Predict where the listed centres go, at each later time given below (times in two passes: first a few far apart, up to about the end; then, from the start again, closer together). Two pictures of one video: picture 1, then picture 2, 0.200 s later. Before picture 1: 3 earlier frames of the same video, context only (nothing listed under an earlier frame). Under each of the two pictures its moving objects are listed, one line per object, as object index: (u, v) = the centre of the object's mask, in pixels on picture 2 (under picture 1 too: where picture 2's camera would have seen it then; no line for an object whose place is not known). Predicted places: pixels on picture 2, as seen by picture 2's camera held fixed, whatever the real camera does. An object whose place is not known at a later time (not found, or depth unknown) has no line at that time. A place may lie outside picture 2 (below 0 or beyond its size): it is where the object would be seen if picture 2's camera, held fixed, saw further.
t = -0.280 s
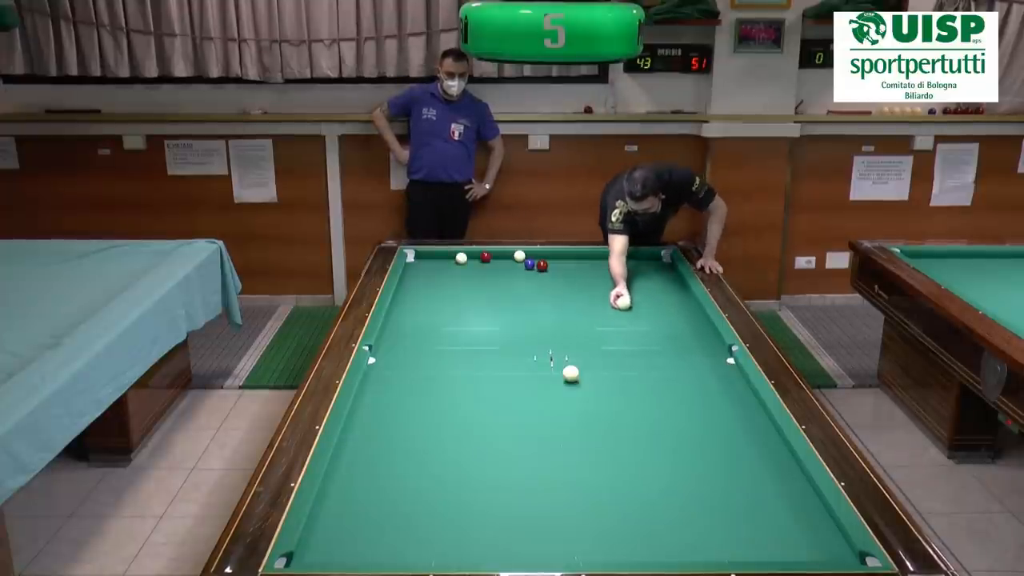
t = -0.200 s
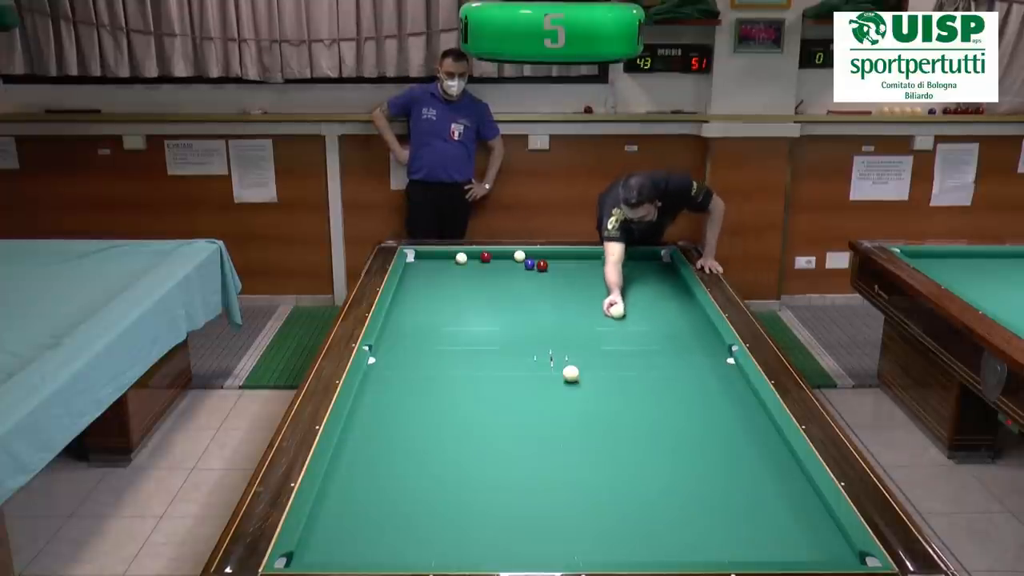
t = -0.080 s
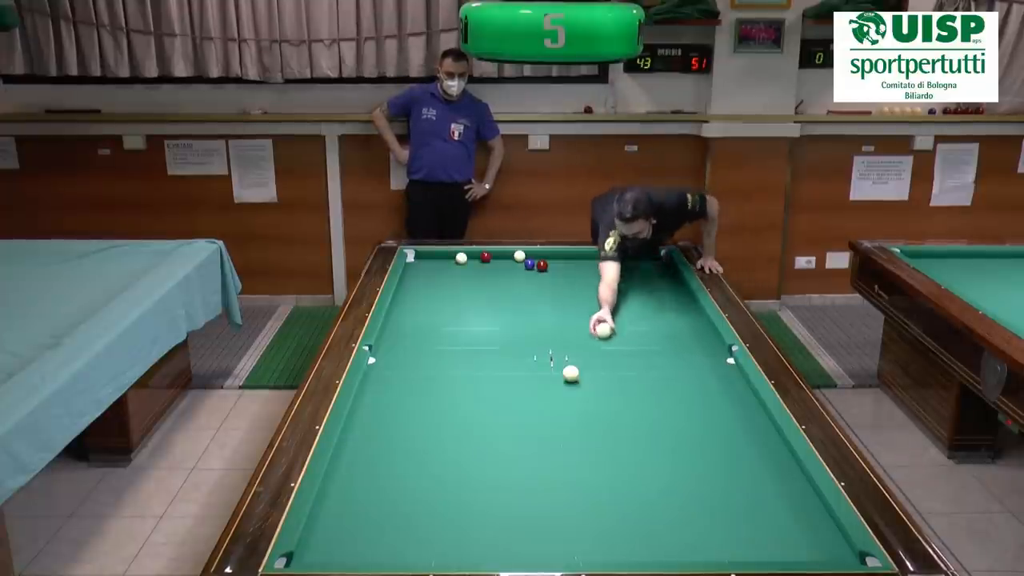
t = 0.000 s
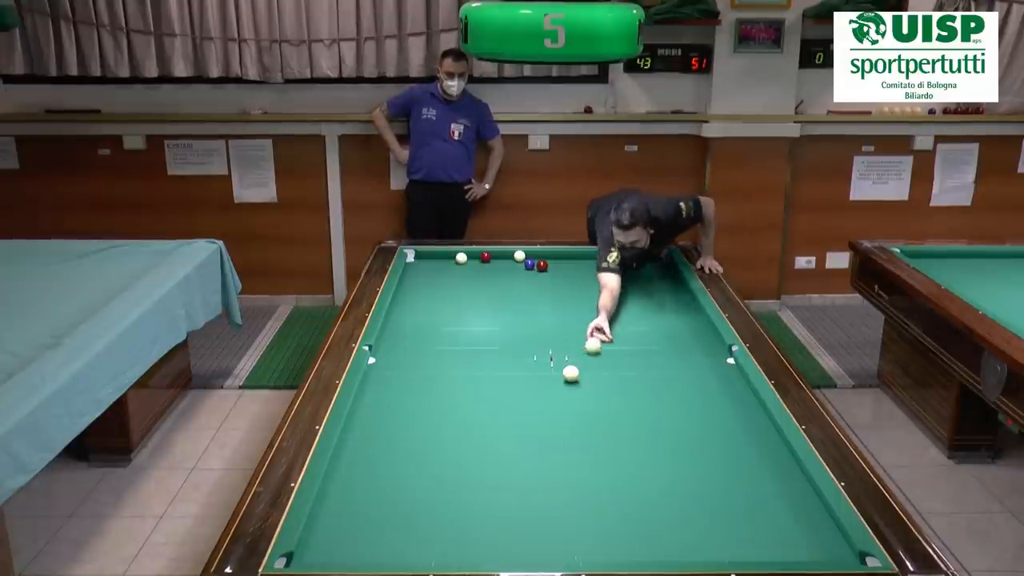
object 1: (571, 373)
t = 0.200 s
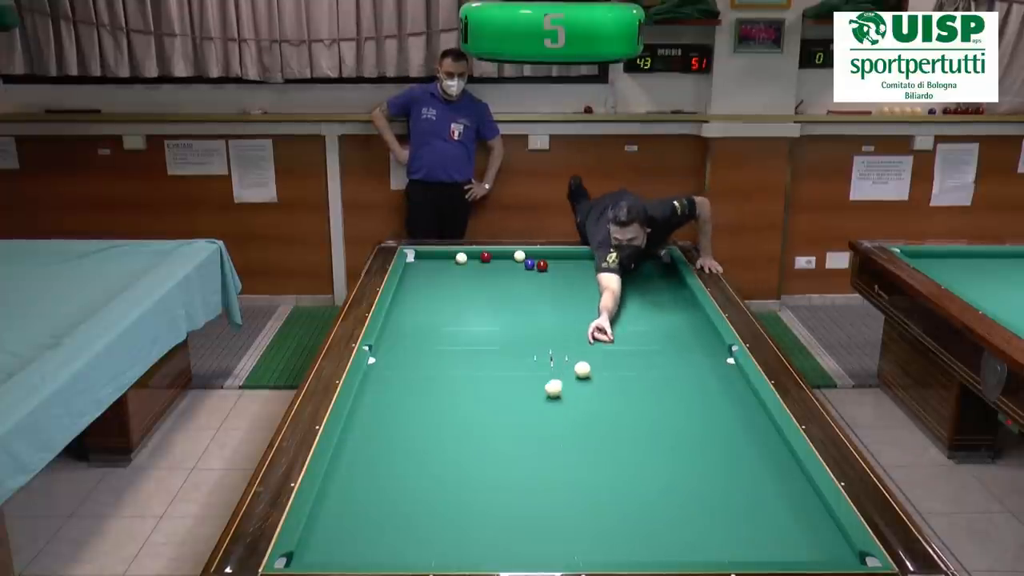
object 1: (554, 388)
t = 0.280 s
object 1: (537, 402)
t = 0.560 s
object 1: (482, 450)
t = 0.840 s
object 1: (419, 505)
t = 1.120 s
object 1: (349, 553)
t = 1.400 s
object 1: (327, 510)
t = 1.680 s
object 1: (350, 478)
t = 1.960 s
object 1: (375, 451)
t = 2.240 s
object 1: (397, 427)
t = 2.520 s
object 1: (416, 406)
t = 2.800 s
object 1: (433, 387)
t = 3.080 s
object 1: (449, 370)
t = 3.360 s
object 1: (463, 355)
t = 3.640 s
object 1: (475, 341)
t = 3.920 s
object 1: (486, 329)
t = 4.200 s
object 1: (496, 318)
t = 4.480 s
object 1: (506, 308)
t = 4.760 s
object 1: (514, 299)
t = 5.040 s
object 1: (521, 290)
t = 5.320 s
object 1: (529, 282)
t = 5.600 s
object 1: (535, 275)
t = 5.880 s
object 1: (541, 269)
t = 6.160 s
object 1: (546, 268)
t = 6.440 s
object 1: (551, 266)
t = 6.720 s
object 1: (555, 265)
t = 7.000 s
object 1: (558, 264)
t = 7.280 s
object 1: (561, 264)
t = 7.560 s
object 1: (564, 263)
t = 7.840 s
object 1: (566, 262)
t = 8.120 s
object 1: (567, 262)
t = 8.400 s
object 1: (568, 262)
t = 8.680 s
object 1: (569, 262)
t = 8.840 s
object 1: (569, 262)
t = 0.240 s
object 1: (545, 395)
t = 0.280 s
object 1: (537, 402)
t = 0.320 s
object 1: (529, 409)
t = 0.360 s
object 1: (521, 416)
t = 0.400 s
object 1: (513, 423)
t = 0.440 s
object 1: (505, 430)
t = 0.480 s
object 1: (498, 437)
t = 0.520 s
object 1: (490, 443)
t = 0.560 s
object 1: (482, 450)
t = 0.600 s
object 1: (474, 458)
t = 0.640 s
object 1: (465, 465)
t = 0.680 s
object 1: (457, 473)
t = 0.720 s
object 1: (448, 480)
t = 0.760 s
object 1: (438, 489)
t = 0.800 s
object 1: (429, 497)
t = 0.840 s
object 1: (419, 505)
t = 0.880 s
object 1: (409, 514)
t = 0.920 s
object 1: (398, 523)
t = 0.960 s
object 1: (387, 532)
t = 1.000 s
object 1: (376, 542)
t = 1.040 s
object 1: (365, 550)
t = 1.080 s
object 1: (354, 556)
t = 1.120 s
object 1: (349, 553)
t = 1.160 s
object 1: (346, 547)
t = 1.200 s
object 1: (343, 540)
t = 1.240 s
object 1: (340, 533)
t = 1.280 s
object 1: (336, 527)
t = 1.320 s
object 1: (333, 521)
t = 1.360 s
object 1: (330, 516)
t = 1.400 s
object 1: (327, 510)
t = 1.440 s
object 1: (325, 505)
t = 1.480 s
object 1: (330, 500)
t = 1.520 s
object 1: (334, 496)
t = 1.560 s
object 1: (338, 491)
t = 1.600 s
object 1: (342, 487)
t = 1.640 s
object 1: (346, 483)
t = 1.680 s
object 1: (350, 478)
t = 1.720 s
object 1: (354, 474)
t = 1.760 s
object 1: (358, 470)
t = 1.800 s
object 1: (361, 466)
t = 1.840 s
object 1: (365, 462)
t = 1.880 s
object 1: (368, 459)
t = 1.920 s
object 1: (371, 455)
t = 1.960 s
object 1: (375, 451)
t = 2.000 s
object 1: (378, 447)
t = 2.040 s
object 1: (382, 444)
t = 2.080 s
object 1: (384, 441)
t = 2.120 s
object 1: (388, 437)
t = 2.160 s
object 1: (391, 434)
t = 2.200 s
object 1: (394, 430)
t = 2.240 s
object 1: (397, 427)
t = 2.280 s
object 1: (400, 424)
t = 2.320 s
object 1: (403, 421)
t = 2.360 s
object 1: (405, 417)
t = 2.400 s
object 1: (408, 415)
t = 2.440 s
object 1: (411, 411)
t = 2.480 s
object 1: (414, 408)
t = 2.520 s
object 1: (416, 406)
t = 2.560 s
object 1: (419, 403)
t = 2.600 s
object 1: (421, 400)
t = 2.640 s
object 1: (424, 397)
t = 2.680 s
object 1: (426, 394)
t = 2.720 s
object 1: (429, 392)
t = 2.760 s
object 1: (431, 389)
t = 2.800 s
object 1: (433, 387)
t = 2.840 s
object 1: (436, 384)
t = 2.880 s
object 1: (438, 382)
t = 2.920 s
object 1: (440, 379)
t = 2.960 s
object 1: (443, 377)
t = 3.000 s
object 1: (445, 374)
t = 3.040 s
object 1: (447, 372)
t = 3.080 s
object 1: (449, 370)
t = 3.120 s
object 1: (451, 368)
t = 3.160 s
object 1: (453, 365)
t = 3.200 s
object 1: (455, 363)
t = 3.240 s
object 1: (457, 361)
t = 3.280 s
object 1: (459, 359)
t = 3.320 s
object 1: (461, 357)
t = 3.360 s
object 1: (463, 355)
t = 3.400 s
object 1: (464, 353)
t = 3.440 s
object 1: (466, 351)
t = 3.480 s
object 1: (468, 348)
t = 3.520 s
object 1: (470, 347)
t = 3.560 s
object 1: (472, 345)
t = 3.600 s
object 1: (473, 343)
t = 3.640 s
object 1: (475, 341)
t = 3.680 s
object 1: (477, 339)
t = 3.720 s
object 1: (478, 337)
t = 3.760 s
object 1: (480, 336)
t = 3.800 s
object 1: (482, 334)
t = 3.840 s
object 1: (483, 332)
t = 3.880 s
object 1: (485, 330)
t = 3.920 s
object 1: (486, 329)
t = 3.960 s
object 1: (488, 327)
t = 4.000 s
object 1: (489, 326)
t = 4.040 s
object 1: (491, 324)
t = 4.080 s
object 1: (492, 322)
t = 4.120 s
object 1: (493, 321)
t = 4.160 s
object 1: (495, 319)
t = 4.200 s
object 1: (496, 318)
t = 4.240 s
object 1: (498, 316)
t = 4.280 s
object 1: (499, 315)
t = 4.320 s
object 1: (500, 313)
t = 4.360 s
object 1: (502, 312)
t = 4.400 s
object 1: (503, 310)
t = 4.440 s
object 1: (504, 309)
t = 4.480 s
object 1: (506, 308)
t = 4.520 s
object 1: (507, 306)
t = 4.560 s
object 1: (508, 305)
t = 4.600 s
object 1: (509, 303)
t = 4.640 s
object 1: (510, 302)
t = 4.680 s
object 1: (512, 301)
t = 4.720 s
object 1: (513, 300)
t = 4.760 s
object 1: (514, 299)
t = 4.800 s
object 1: (515, 297)
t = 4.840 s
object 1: (516, 296)
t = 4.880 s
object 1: (517, 295)
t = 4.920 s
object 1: (518, 294)
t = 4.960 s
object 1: (519, 292)
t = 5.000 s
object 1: (520, 291)
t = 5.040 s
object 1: (521, 290)
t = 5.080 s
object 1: (523, 289)
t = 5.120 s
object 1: (524, 288)
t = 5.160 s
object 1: (524, 287)
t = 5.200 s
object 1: (526, 285)
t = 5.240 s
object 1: (527, 284)
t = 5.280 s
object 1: (528, 283)
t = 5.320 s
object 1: (529, 282)
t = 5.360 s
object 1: (530, 281)
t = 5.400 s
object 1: (531, 280)
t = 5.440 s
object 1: (532, 279)
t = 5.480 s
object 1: (532, 278)
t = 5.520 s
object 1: (533, 277)
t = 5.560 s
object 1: (534, 276)
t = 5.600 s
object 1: (535, 275)
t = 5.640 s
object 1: (536, 274)
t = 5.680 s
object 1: (537, 273)
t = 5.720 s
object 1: (538, 272)
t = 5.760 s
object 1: (539, 271)
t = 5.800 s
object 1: (540, 271)
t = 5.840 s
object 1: (541, 270)
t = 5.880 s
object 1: (541, 269)
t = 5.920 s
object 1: (542, 269)
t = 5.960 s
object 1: (543, 268)
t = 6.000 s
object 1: (544, 268)
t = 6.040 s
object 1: (544, 268)
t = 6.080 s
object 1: (545, 268)
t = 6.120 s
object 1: (546, 268)
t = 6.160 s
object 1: (546, 268)
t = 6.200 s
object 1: (547, 267)
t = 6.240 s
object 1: (548, 267)
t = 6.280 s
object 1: (548, 267)
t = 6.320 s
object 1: (549, 267)
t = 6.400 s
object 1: (550, 266)
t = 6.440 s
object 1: (551, 266)
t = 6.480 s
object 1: (552, 266)
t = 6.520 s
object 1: (552, 266)
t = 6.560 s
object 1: (553, 266)
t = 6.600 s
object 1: (553, 266)
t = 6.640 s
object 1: (554, 266)
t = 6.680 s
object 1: (554, 265)
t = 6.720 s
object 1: (555, 265)
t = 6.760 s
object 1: (556, 265)
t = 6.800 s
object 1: (556, 265)
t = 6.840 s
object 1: (556, 265)
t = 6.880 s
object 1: (557, 265)
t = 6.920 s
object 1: (557, 265)
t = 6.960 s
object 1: (558, 264)
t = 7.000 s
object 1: (558, 264)
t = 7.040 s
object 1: (559, 264)
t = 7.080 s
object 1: (559, 264)
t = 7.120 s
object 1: (560, 264)
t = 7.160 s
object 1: (560, 264)
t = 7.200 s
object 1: (561, 264)
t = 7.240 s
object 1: (561, 264)
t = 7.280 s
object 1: (561, 264)
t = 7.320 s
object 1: (562, 263)
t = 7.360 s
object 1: (562, 263)
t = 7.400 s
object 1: (563, 263)
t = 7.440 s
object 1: (563, 263)
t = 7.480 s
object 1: (563, 263)
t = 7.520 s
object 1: (564, 263)
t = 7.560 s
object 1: (564, 263)
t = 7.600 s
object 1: (564, 263)
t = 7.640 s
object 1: (565, 263)
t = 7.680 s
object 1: (565, 263)
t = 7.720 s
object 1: (565, 263)
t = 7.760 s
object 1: (565, 263)
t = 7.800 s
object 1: (566, 262)
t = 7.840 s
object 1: (566, 262)
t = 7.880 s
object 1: (566, 262)
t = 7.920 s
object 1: (566, 262)
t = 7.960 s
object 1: (566, 262)
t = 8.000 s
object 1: (567, 262)
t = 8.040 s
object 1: (567, 262)
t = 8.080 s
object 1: (567, 262)
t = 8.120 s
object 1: (567, 262)
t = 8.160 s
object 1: (567, 262)
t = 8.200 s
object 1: (568, 262)
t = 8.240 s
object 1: (568, 262)
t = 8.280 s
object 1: (568, 262)
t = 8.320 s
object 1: (568, 262)
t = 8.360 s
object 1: (568, 262)
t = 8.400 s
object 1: (568, 262)
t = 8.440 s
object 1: (568, 262)
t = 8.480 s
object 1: (568, 262)
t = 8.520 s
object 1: (569, 262)
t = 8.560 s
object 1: (569, 262)
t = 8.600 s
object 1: (569, 262)
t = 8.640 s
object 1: (569, 262)
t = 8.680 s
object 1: (569, 262)
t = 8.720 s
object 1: (569, 262)
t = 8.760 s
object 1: (569, 262)
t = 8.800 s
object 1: (569, 262)
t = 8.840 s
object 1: (569, 262)
